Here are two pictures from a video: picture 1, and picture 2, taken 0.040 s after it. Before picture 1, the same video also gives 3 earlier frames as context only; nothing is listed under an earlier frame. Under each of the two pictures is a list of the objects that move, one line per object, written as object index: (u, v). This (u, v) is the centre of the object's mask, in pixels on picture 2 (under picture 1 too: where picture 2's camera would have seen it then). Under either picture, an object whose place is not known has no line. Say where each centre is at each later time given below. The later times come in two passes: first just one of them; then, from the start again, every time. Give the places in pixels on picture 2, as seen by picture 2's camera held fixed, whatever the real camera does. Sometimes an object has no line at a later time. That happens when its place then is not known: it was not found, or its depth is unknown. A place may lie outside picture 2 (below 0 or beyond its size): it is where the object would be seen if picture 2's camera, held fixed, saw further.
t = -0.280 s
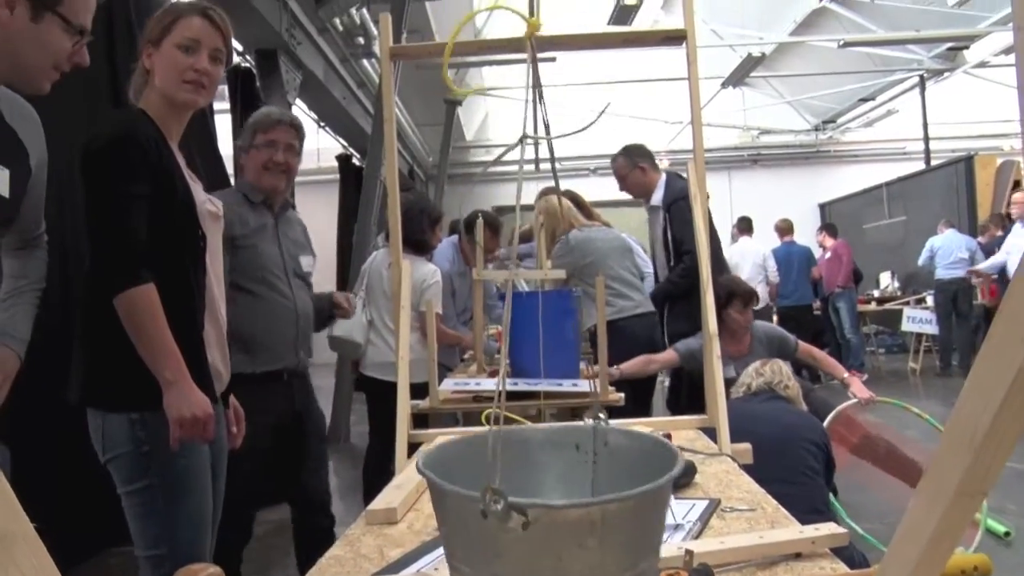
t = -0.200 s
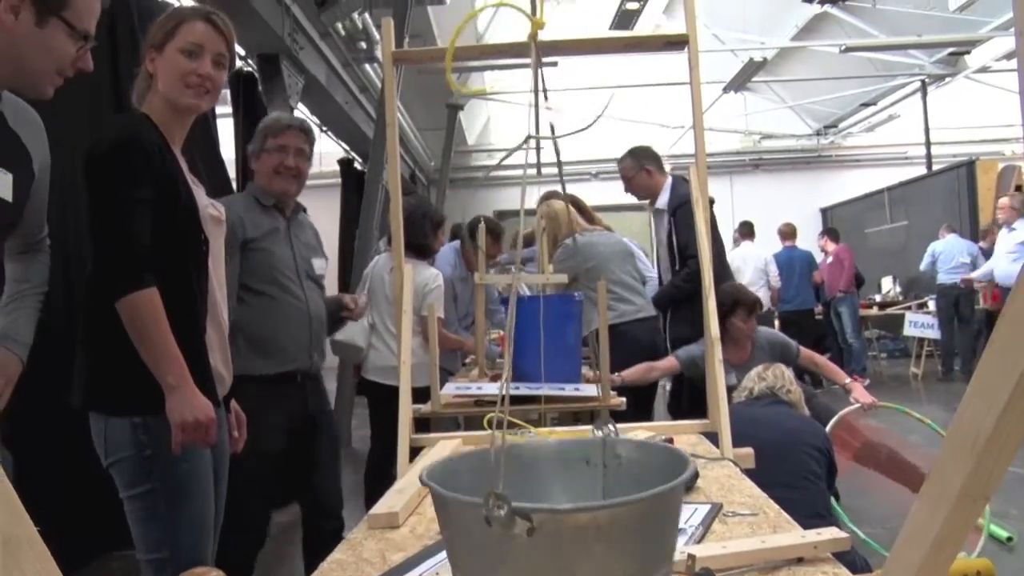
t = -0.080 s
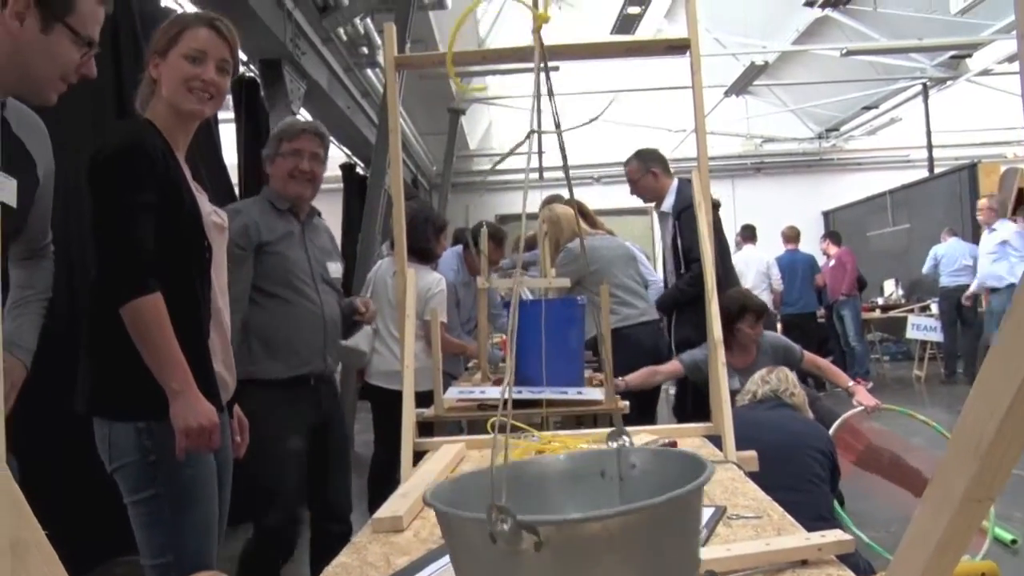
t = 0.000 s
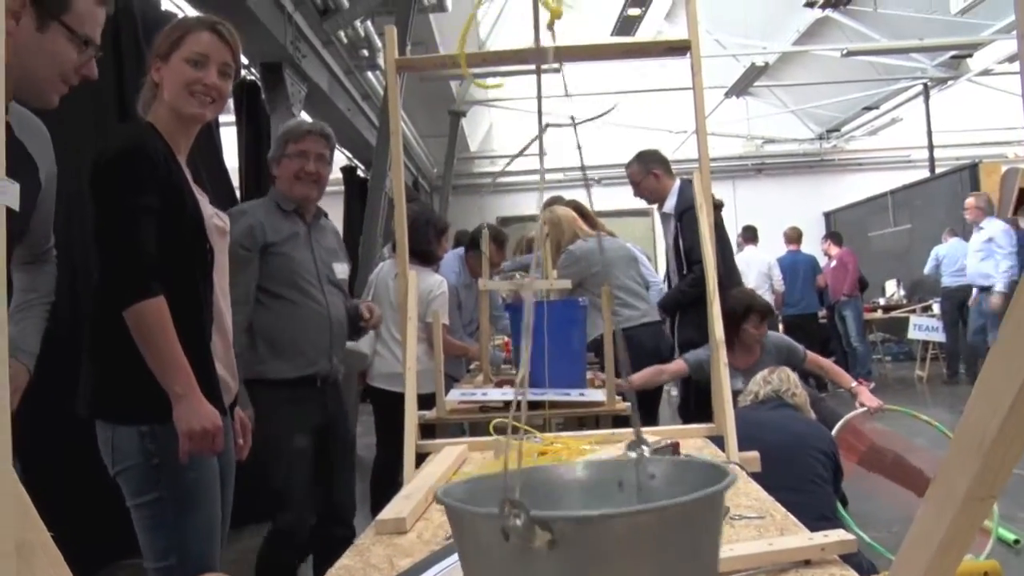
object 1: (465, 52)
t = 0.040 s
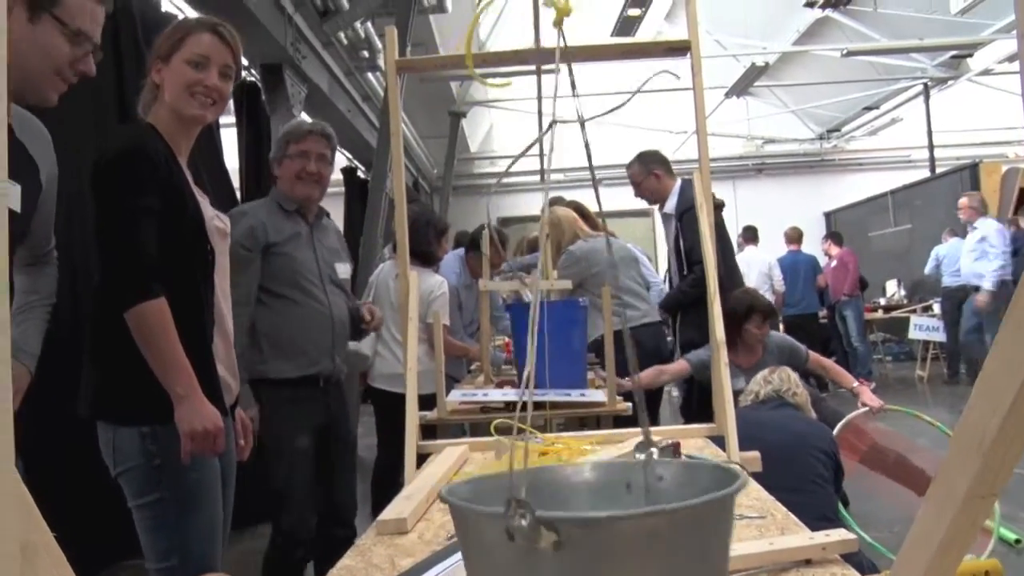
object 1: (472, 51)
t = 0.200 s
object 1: (477, 42)
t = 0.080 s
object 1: (469, 47)
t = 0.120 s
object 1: (465, 42)
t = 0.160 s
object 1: (468, 40)
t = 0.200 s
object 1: (477, 42)
